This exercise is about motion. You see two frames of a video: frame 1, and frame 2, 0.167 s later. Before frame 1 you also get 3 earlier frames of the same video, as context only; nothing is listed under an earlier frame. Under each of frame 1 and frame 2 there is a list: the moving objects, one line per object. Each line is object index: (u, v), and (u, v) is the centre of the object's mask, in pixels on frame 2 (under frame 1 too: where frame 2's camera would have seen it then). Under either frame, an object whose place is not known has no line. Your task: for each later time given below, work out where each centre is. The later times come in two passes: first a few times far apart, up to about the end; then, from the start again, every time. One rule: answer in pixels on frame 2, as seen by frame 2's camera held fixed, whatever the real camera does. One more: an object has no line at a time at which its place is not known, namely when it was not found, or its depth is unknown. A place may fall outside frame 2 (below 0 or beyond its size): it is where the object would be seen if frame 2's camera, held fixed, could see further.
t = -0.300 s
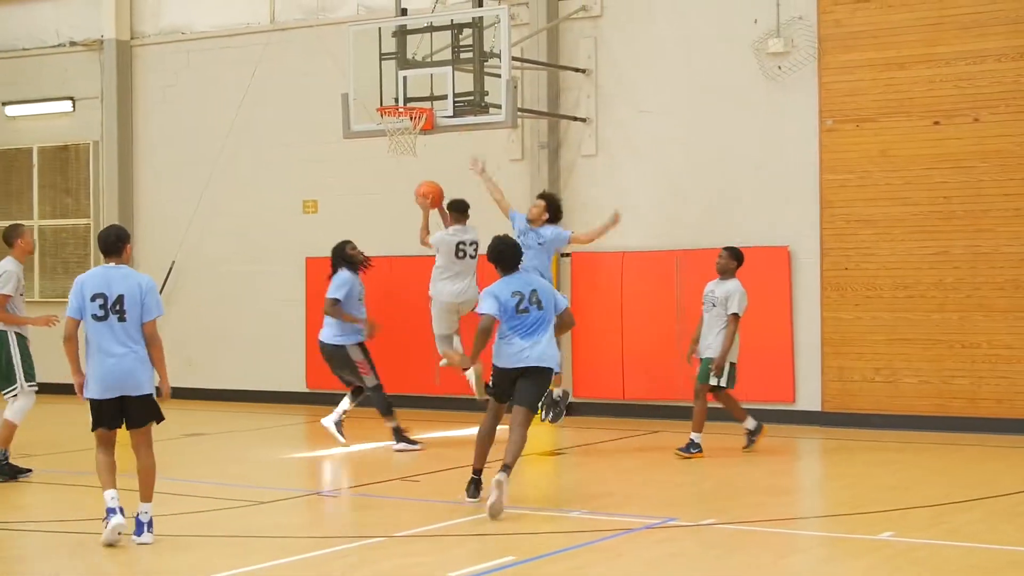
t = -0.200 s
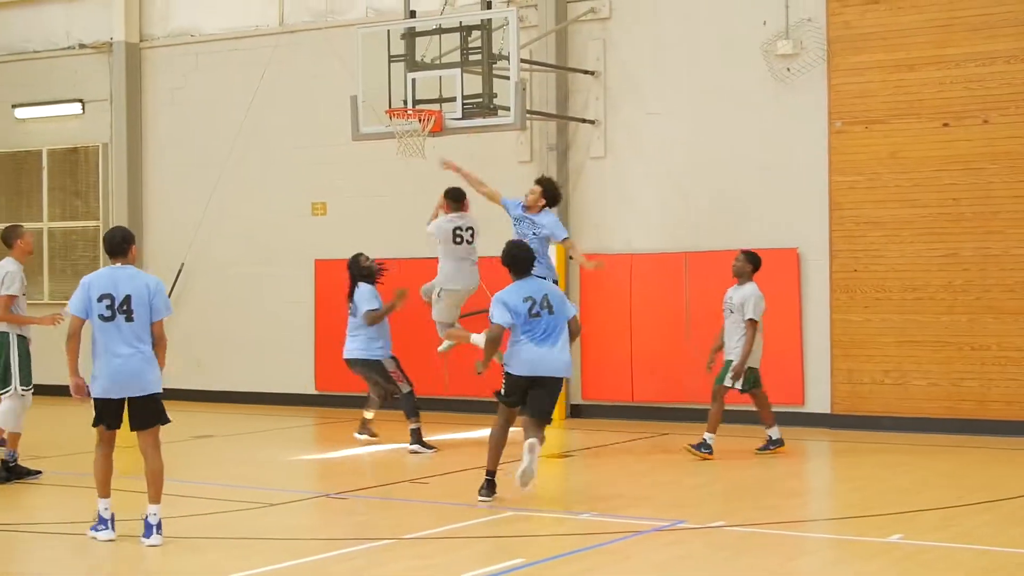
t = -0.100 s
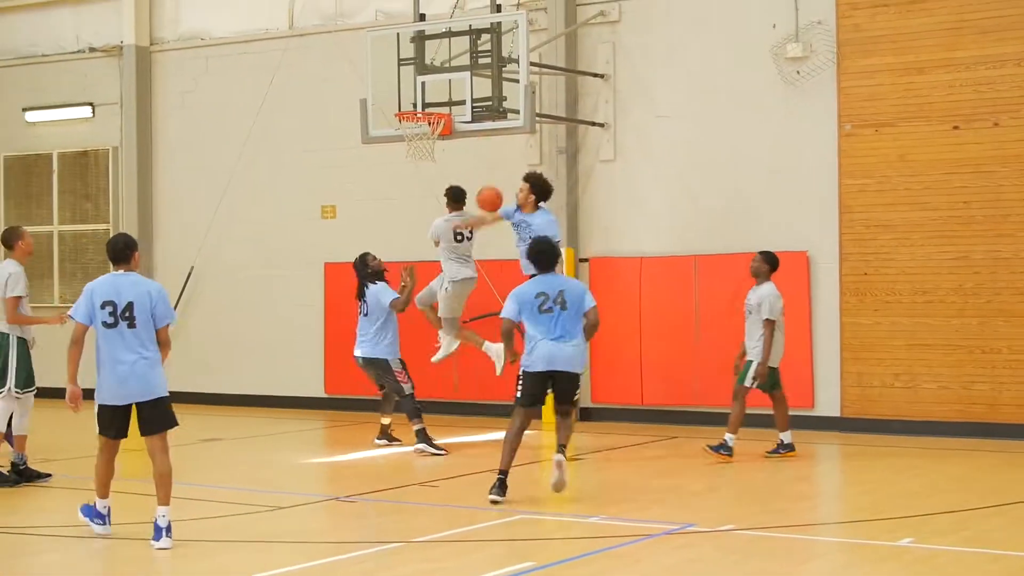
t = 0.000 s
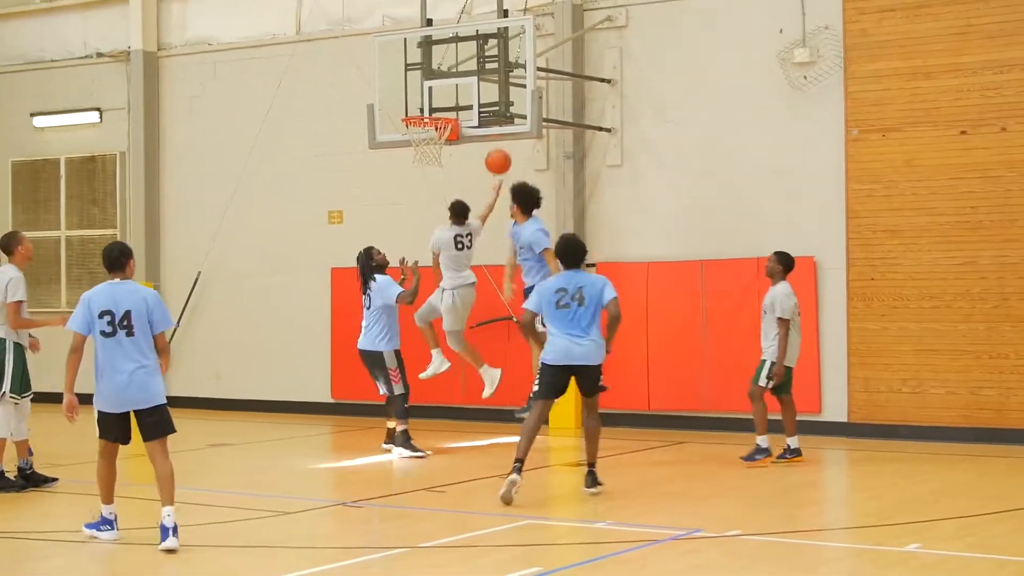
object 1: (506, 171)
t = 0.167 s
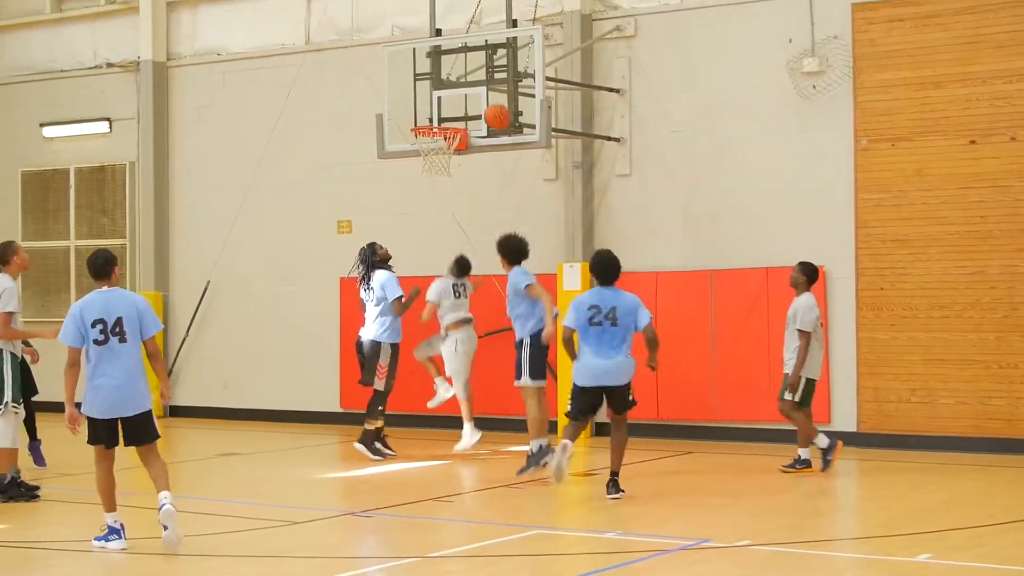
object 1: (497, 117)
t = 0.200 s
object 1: (495, 109)
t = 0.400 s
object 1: (473, 89)
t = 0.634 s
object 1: (438, 116)
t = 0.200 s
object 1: (495, 109)
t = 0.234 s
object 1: (493, 103)
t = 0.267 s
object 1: (491, 99)
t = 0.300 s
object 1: (488, 95)
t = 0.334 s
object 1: (483, 92)
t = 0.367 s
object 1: (478, 90)
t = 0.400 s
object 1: (473, 89)
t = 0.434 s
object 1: (468, 90)
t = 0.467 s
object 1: (463, 91)
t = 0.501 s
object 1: (458, 94)
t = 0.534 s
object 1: (453, 97)
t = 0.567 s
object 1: (448, 102)
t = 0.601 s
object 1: (443, 109)
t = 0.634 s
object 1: (438, 116)
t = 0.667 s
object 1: (435, 120)
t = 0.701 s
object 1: (435, 121)
